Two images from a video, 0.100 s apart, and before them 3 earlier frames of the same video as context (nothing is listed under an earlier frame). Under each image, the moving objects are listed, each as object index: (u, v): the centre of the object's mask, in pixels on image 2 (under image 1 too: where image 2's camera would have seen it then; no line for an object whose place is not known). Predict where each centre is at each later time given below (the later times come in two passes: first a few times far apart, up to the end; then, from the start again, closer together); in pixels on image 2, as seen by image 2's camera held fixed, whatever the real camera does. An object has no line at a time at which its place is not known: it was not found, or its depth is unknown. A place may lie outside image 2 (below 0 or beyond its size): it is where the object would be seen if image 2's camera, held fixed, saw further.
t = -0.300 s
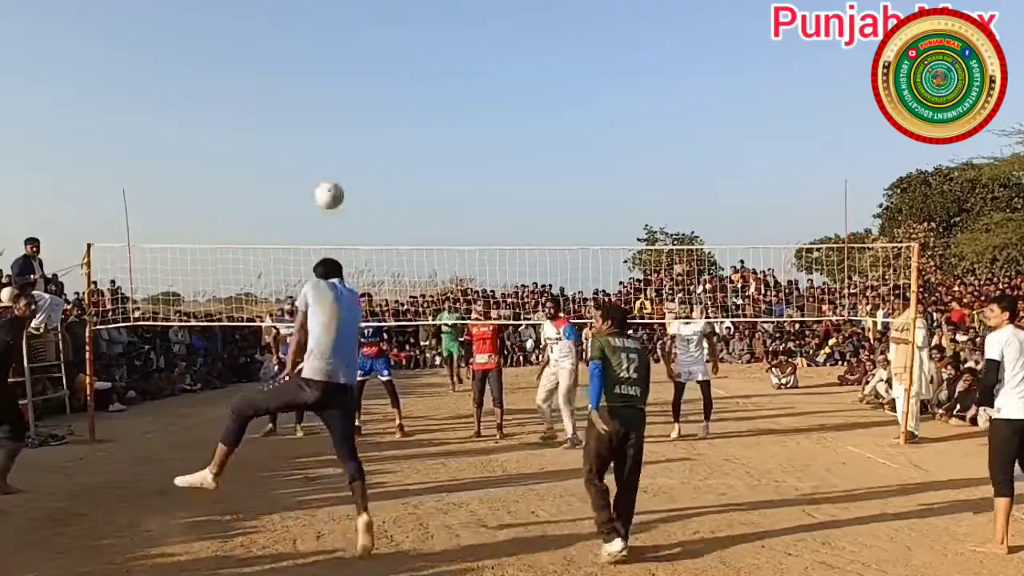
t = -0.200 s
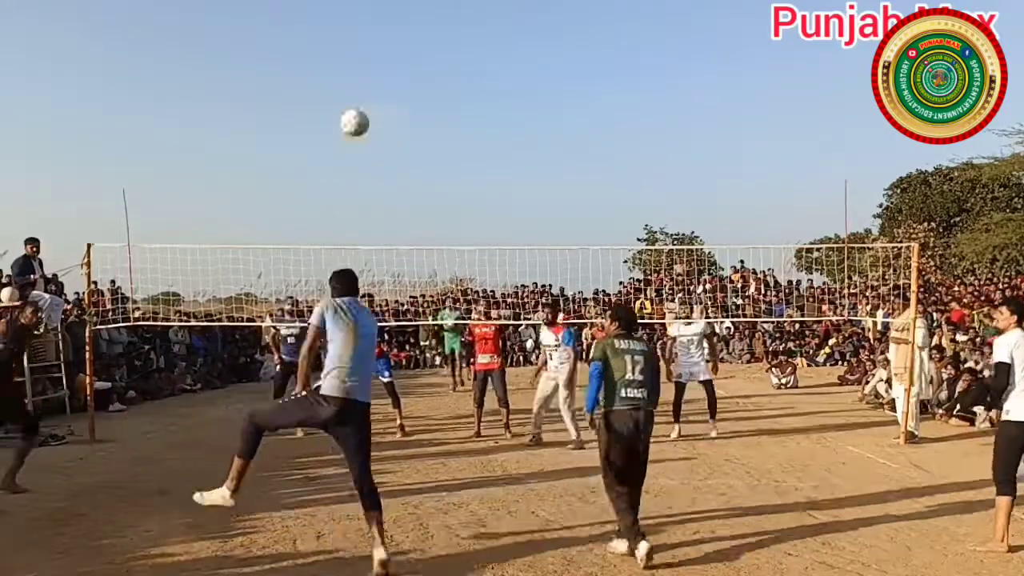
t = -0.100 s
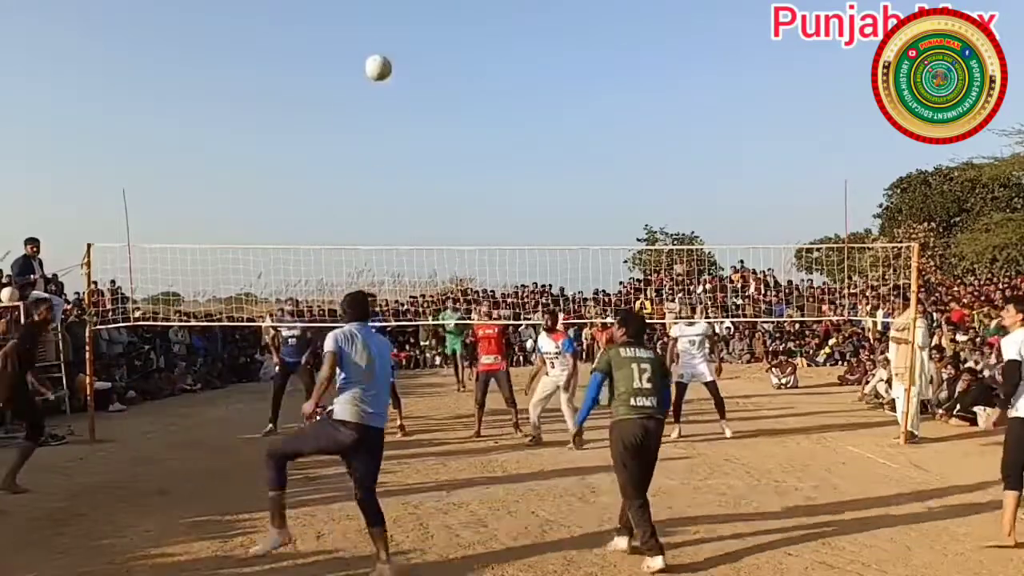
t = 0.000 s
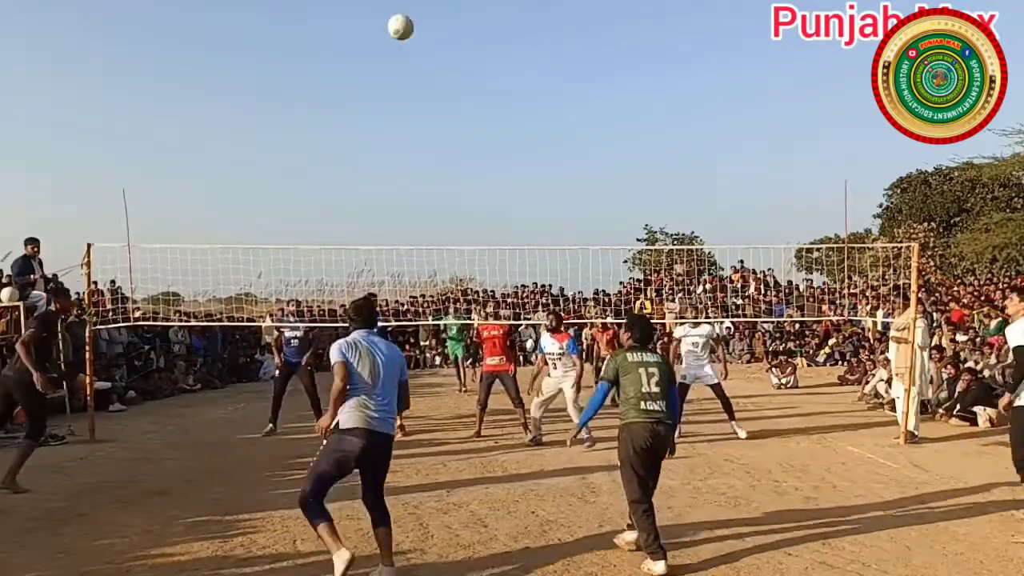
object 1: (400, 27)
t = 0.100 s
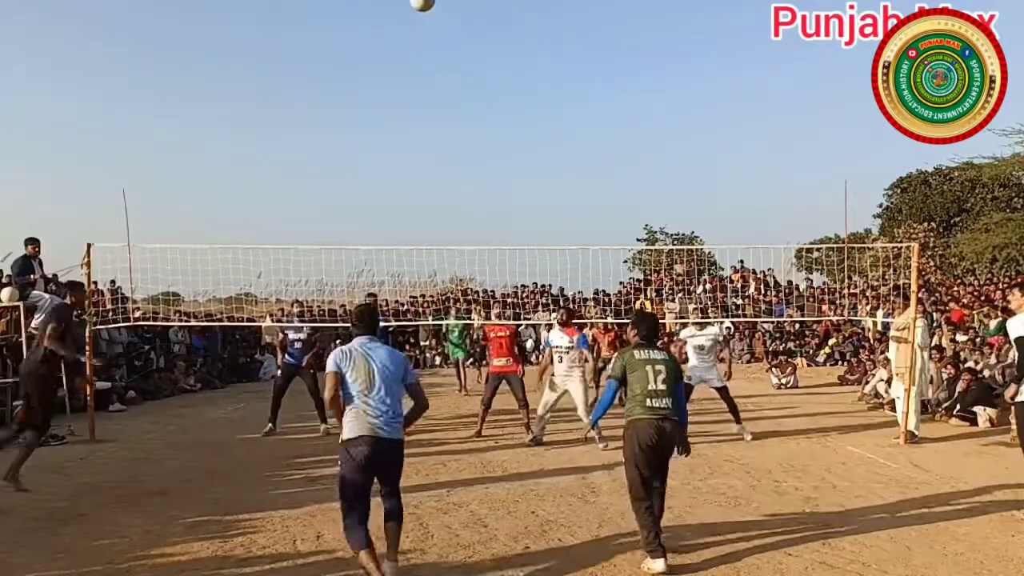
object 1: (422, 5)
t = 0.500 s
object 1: (501, 7)
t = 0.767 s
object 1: (545, 89)
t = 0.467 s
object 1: (495, 4)
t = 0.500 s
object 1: (501, 7)
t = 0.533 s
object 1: (506, 10)
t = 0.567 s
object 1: (512, 19)
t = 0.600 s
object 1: (518, 29)
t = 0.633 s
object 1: (523, 39)
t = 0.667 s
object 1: (529, 51)
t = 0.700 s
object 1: (534, 62)
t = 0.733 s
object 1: (539, 75)
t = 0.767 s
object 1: (545, 89)
